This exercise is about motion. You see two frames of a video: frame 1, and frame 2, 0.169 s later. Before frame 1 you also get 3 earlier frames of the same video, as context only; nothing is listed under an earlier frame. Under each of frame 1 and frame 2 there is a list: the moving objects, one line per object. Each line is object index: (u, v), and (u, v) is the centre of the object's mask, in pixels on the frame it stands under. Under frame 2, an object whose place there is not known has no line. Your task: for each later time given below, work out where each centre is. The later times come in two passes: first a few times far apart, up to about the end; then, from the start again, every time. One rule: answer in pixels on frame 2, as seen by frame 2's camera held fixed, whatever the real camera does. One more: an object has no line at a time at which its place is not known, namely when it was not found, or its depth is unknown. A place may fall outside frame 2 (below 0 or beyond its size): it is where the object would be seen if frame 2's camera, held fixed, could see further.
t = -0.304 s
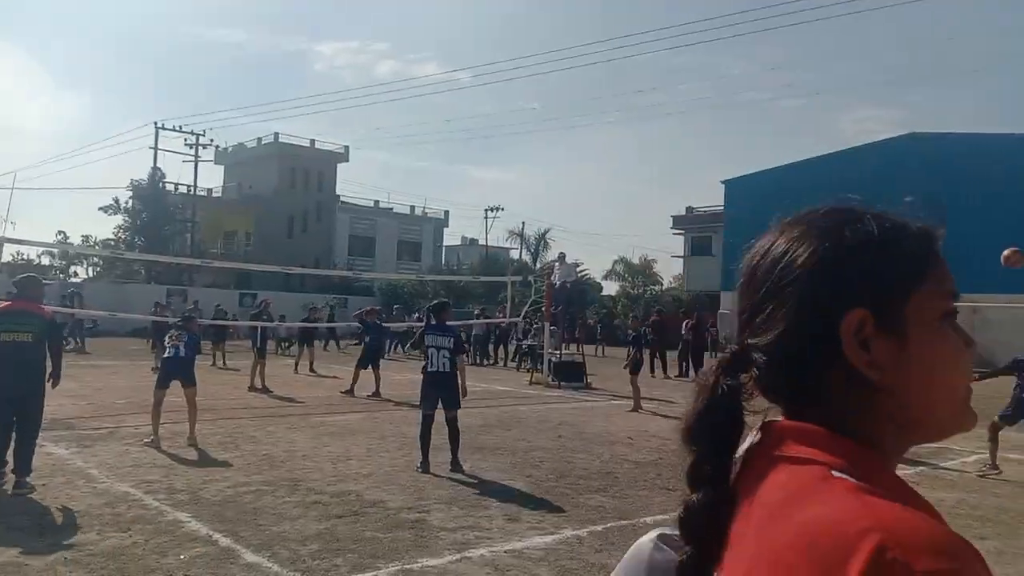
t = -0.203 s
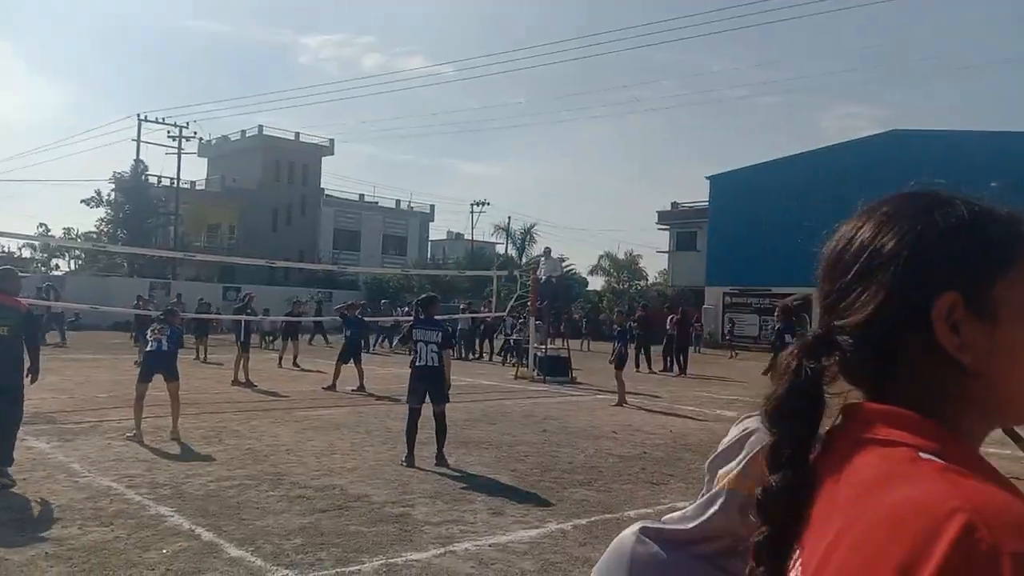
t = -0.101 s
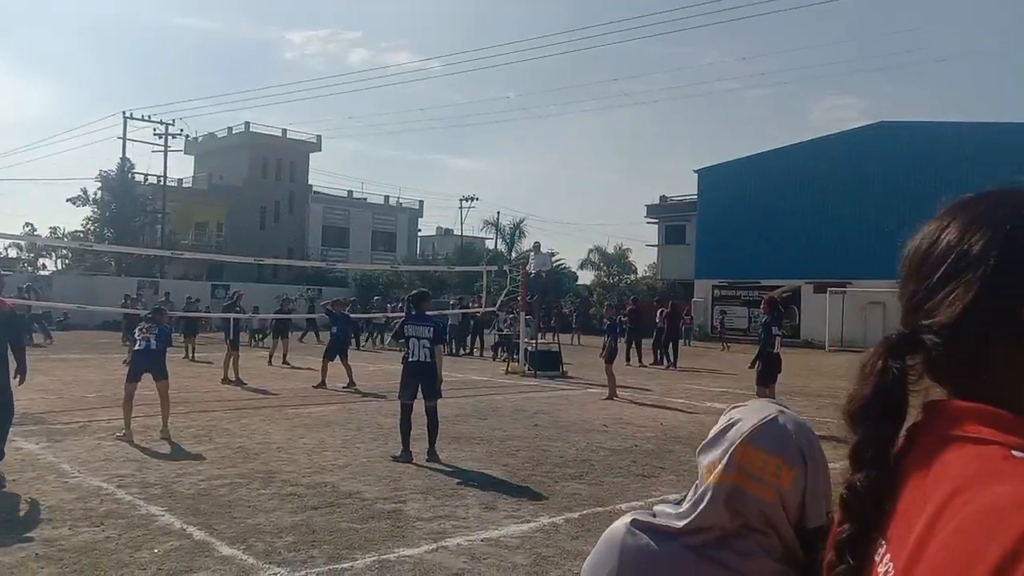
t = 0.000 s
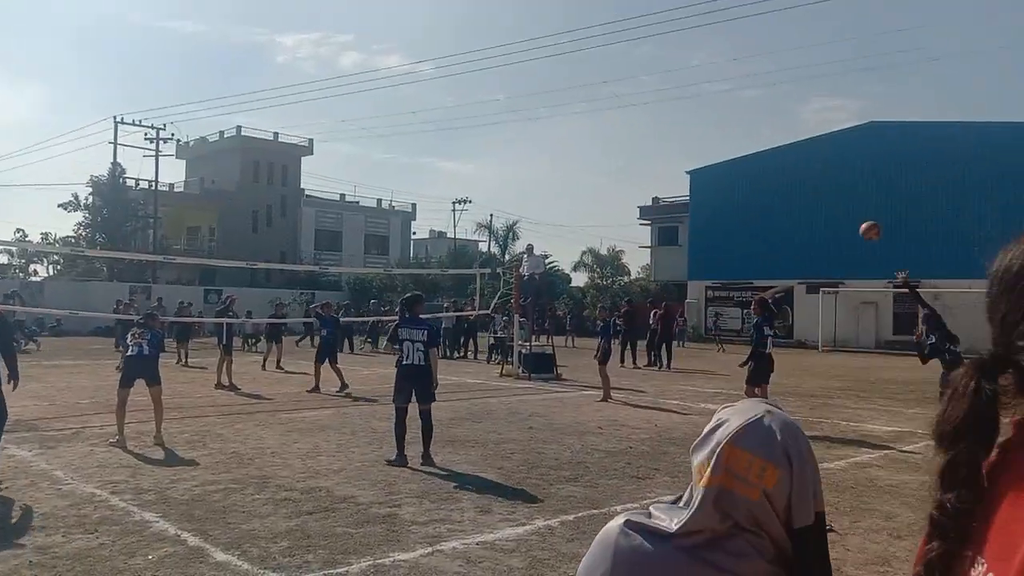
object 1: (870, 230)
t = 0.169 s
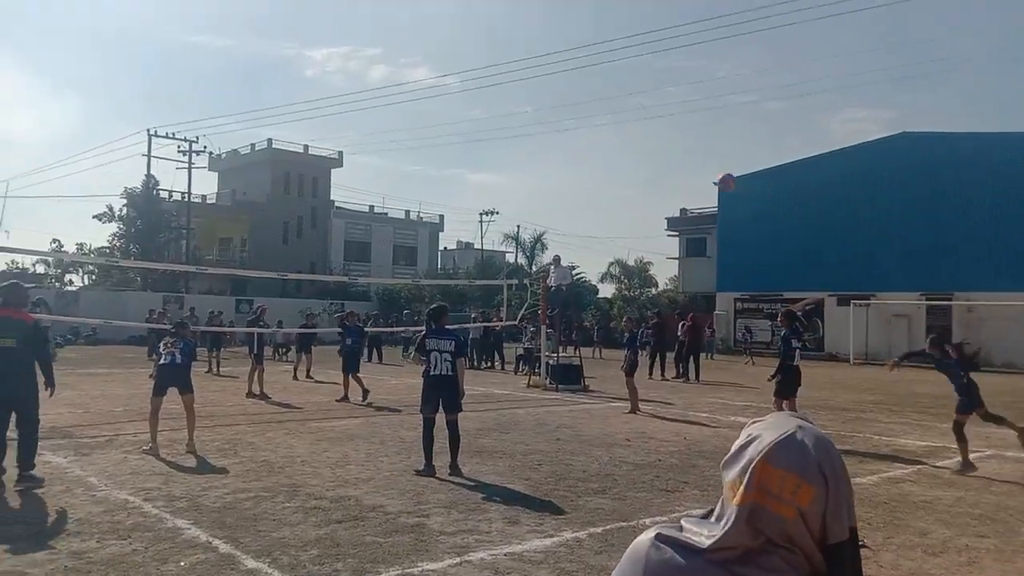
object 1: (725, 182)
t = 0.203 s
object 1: (696, 174)
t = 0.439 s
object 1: (520, 147)
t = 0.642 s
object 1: (406, 154)
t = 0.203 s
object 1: (696, 174)
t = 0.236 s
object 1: (667, 167)
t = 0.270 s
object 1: (640, 162)
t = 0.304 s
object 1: (614, 157)
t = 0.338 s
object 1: (589, 153)
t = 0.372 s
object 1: (565, 150)
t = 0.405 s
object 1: (542, 148)
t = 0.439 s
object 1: (520, 147)
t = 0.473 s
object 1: (499, 147)
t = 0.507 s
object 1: (479, 147)
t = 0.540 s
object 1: (460, 148)
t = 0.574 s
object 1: (441, 149)
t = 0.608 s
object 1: (423, 152)
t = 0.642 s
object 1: (406, 154)
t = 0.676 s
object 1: (389, 157)
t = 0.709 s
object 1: (372, 161)
